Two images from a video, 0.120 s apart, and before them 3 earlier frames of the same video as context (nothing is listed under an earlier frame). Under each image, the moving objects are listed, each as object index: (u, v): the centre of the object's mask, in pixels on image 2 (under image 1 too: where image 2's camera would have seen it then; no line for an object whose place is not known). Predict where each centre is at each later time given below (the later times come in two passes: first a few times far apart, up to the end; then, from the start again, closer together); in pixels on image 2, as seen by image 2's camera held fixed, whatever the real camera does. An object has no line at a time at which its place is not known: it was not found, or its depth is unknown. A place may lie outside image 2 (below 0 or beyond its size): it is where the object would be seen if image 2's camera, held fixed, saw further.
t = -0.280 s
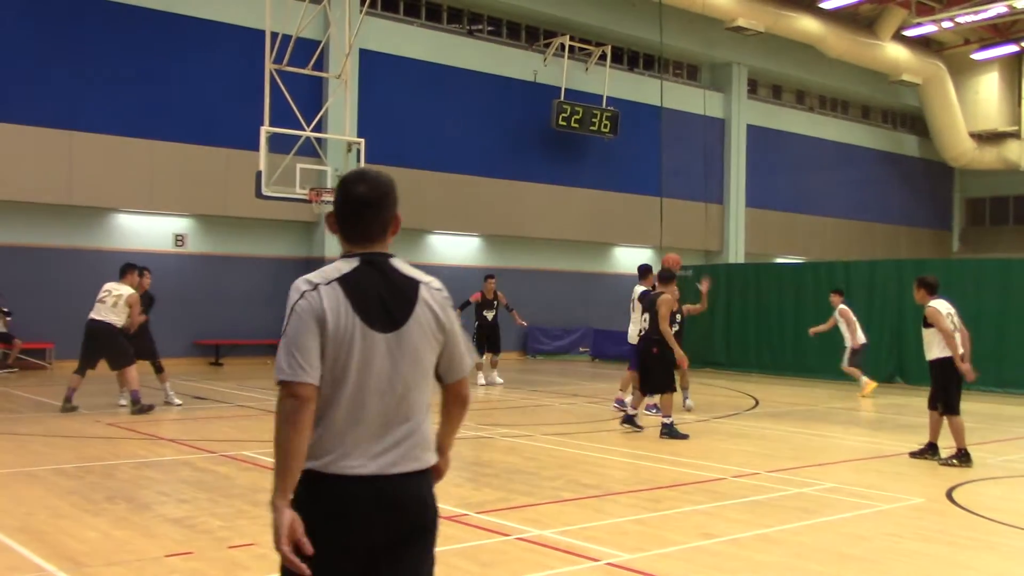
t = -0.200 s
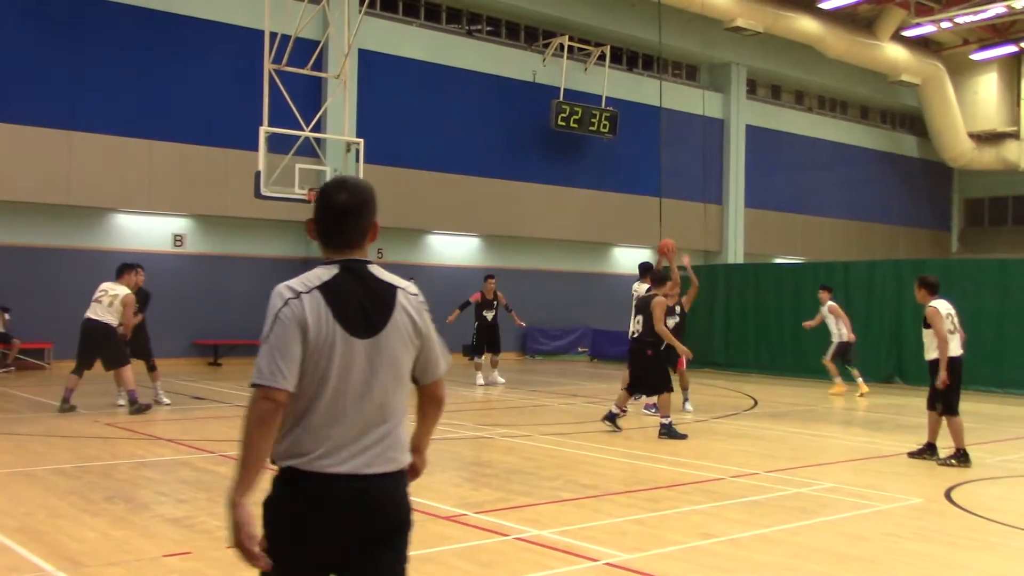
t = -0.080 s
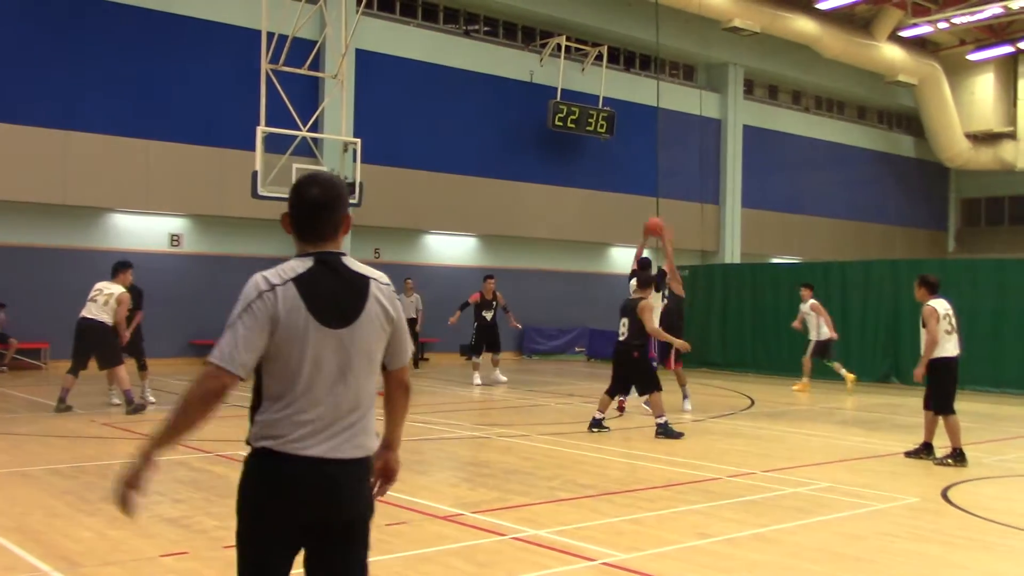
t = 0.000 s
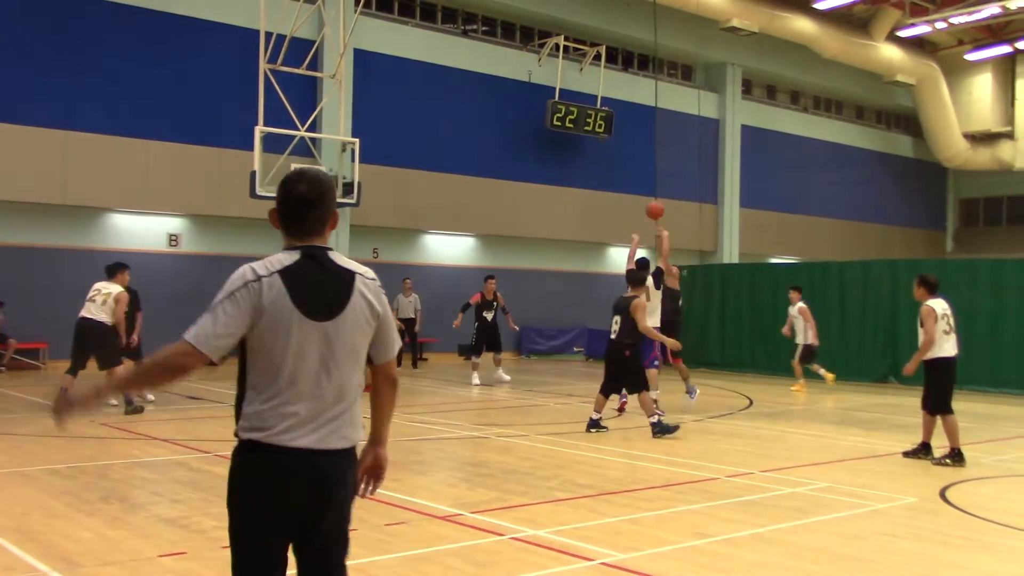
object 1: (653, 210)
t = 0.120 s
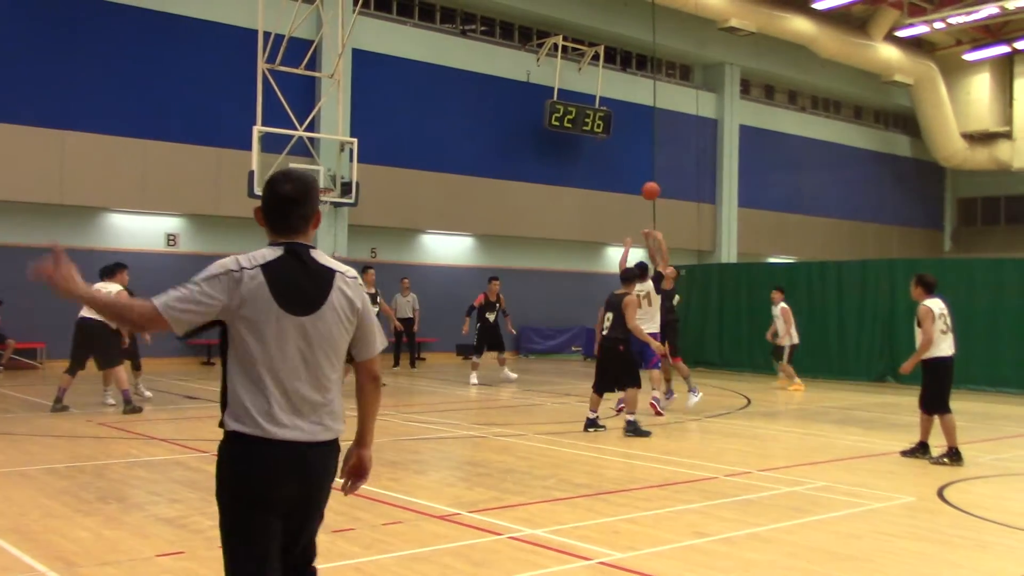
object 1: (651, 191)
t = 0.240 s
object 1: (649, 185)
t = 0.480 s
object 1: (644, 200)
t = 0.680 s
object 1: (640, 239)
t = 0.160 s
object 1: (650, 187)
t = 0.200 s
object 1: (650, 186)
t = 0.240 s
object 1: (649, 185)
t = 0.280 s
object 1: (648, 185)
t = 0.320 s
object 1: (647, 186)
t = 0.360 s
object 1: (647, 187)
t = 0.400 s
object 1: (646, 190)
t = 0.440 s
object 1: (645, 195)
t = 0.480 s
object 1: (644, 200)
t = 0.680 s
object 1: (640, 239)
